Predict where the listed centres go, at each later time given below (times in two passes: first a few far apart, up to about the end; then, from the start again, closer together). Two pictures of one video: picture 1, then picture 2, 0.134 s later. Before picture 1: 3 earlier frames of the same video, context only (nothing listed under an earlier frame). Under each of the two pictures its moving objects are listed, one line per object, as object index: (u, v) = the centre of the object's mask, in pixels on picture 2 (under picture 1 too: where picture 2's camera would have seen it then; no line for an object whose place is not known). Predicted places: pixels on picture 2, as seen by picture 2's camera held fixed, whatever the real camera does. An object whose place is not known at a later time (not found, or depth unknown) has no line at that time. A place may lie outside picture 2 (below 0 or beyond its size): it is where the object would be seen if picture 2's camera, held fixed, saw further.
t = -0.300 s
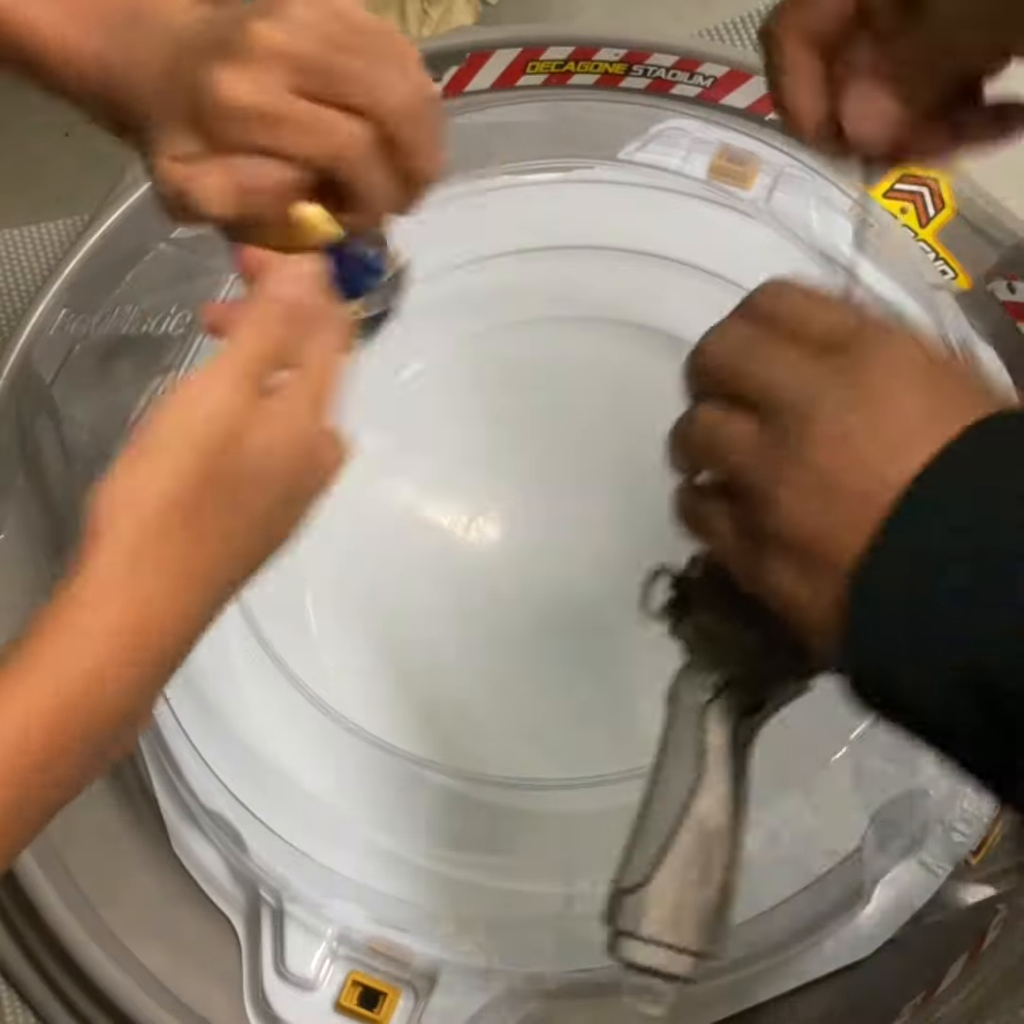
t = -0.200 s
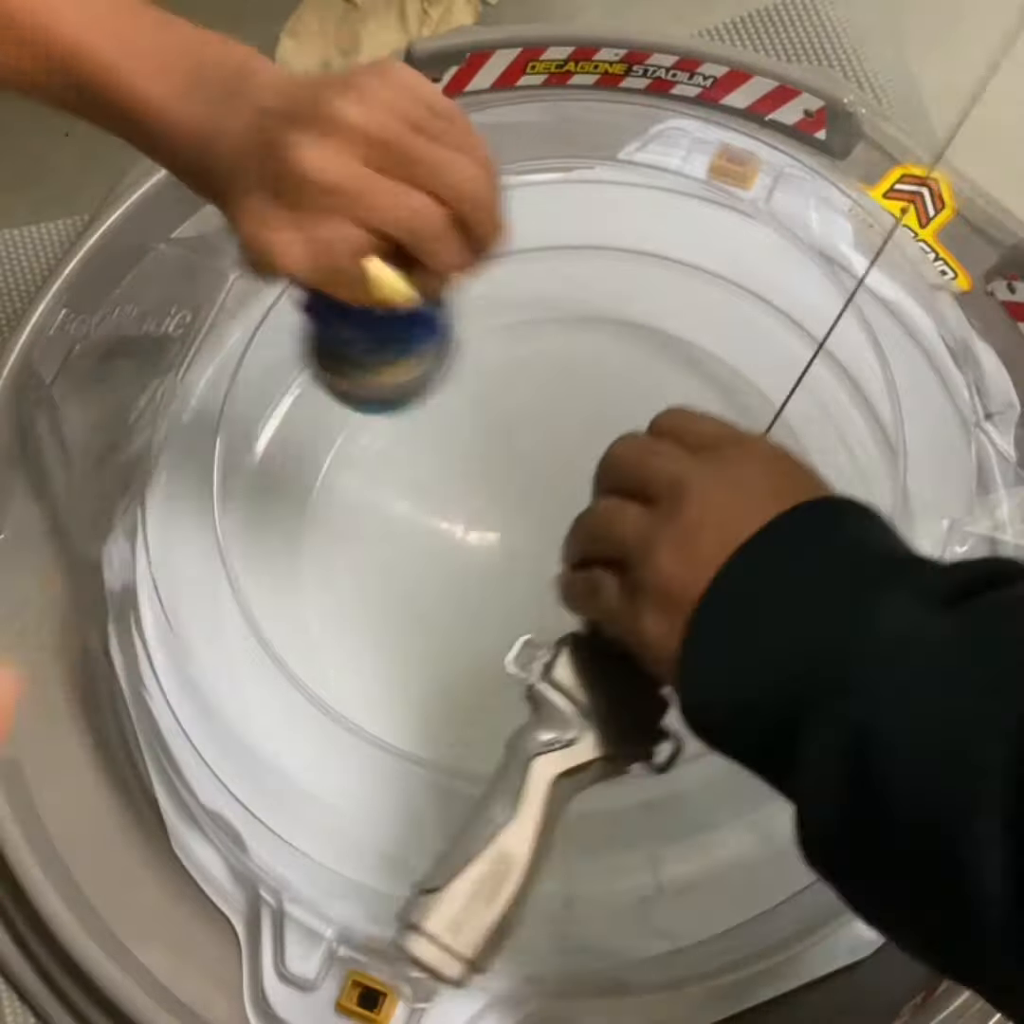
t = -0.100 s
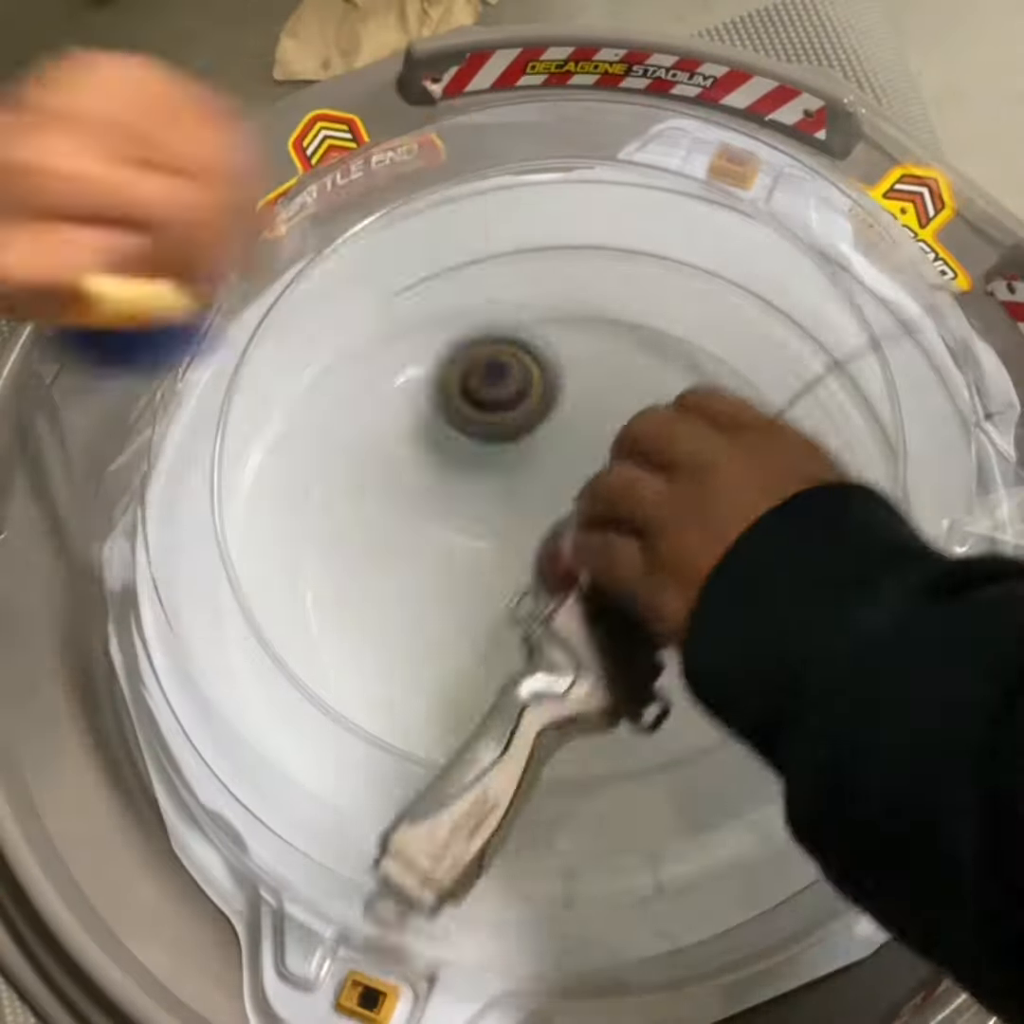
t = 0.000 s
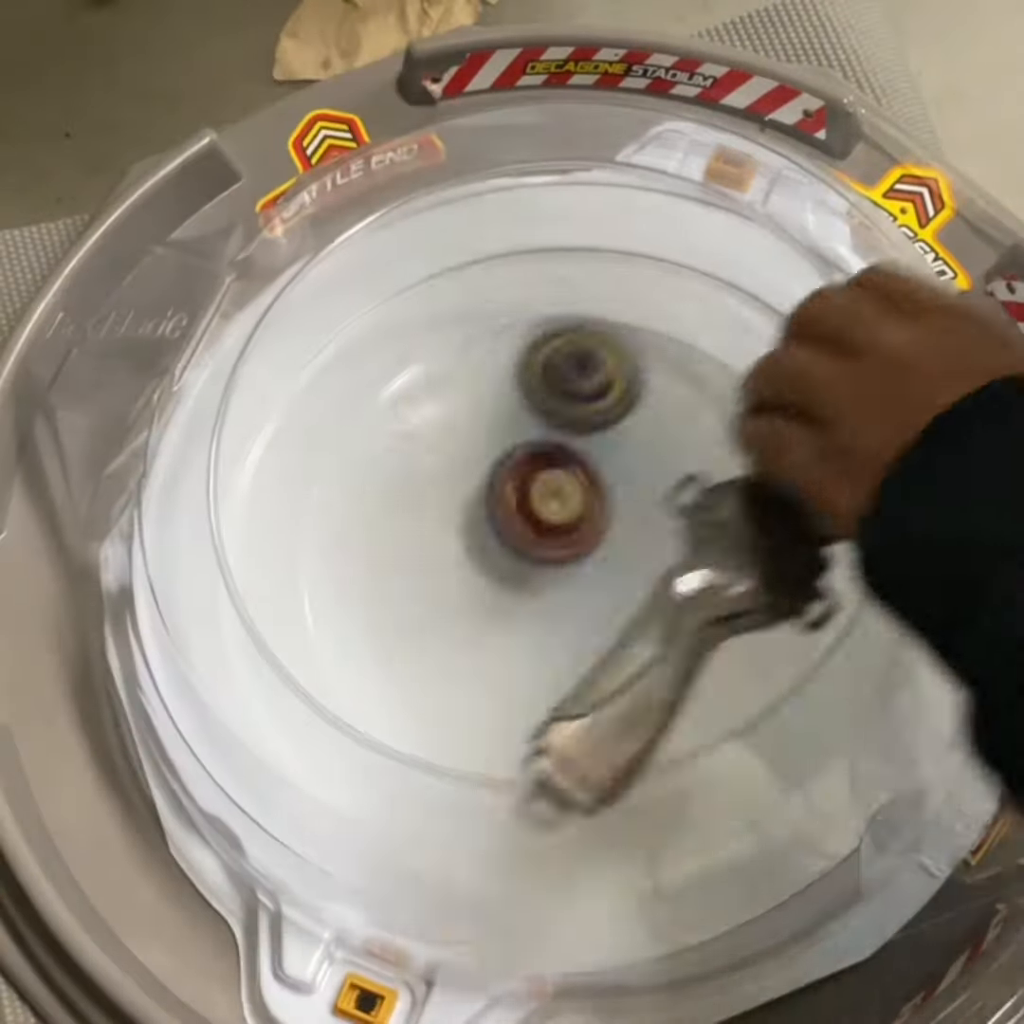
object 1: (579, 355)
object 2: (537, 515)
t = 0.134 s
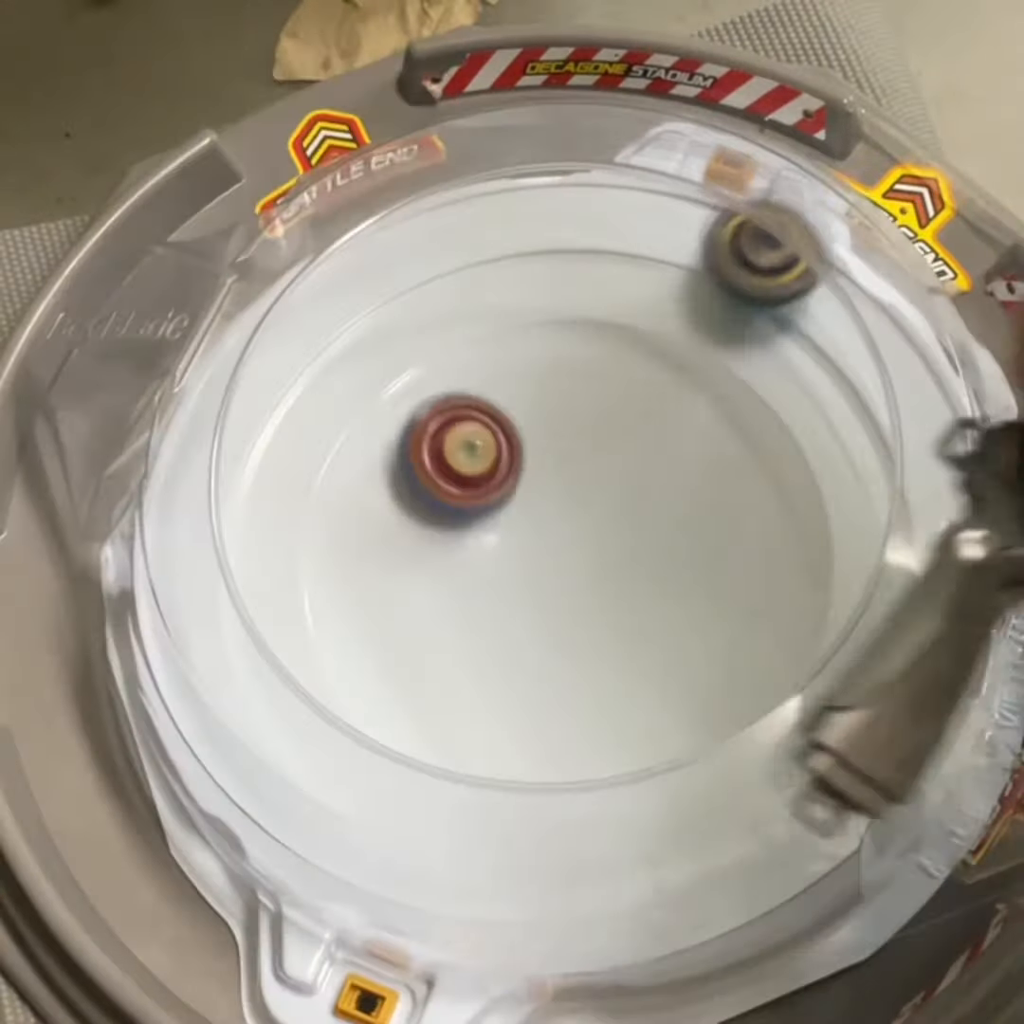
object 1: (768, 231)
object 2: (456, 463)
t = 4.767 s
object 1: (678, 612)
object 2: (199, 514)
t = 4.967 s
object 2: (186, 409)
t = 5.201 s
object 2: (260, 332)
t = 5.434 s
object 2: (325, 308)
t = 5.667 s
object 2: (414, 253)
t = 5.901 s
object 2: (469, 234)
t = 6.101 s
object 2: (493, 269)
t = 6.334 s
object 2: (497, 403)
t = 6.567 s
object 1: (544, 386)
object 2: (518, 614)
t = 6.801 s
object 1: (223, 463)
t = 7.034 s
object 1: (305, 643)
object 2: (672, 568)
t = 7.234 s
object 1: (539, 735)
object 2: (531, 531)
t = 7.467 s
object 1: (835, 508)
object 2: (455, 597)
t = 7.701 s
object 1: (774, 275)
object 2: (510, 656)
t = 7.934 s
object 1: (512, 219)
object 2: (593, 540)
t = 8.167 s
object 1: (259, 414)
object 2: (541, 467)
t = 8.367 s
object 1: (288, 701)
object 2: (482, 481)
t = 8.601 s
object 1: (681, 815)
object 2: (544, 593)
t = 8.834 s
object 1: (899, 482)
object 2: (648, 582)
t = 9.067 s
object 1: (630, 214)
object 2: (636, 509)
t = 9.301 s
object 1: (272, 369)
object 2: (513, 561)
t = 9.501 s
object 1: (285, 699)
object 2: (507, 635)
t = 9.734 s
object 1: (678, 814)
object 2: (585, 650)
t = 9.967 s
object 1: (897, 488)
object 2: (578, 535)
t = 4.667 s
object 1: (503, 539)
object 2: (201, 536)
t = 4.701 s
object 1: (557, 570)
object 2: (201, 531)
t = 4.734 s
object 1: (616, 596)
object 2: (201, 525)
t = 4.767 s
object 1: (678, 612)
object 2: (199, 514)
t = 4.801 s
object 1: (737, 620)
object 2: (197, 500)
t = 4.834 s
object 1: (786, 619)
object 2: (193, 483)
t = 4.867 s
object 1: (819, 610)
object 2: (190, 465)
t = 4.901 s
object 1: (932, 637)
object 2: (186, 446)
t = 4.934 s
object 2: (185, 428)
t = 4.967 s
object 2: (186, 409)
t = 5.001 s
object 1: (979, 590)
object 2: (198, 399)
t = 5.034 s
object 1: (983, 584)
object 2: (208, 387)
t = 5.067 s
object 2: (215, 370)
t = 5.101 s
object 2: (221, 352)
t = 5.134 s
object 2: (235, 339)
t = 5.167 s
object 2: (258, 335)
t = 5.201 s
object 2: (260, 332)
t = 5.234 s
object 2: (265, 334)
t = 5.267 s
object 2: (271, 332)
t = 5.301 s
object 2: (278, 328)
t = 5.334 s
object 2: (287, 320)
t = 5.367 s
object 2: (298, 318)
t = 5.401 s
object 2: (312, 314)
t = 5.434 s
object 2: (325, 308)
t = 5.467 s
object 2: (338, 300)
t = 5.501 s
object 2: (353, 295)
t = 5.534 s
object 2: (367, 287)
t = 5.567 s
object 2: (380, 277)
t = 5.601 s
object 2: (393, 268)
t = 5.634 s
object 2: (405, 261)
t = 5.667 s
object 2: (414, 253)
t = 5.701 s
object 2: (422, 241)
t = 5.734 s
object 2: (431, 232)
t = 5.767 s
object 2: (438, 228)
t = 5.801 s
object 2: (446, 229)
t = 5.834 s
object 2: (455, 237)
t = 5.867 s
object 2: (461, 234)
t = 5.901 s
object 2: (469, 234)
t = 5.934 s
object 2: (477, 238)
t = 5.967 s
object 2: (484, 238)
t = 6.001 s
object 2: (490, 240)
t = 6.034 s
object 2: (493, 243)
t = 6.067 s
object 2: (494, 255)
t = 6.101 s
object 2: (493, 269)
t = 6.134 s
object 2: (494, 282)
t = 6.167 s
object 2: (497, 295)
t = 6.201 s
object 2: (501, 308)
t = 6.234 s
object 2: (504, 327)
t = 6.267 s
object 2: (505, 349)
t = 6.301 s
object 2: (502, 375)
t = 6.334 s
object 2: (497, 403)
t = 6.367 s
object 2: (492, 435)
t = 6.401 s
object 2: (487, 468)
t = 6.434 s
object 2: (486, 502)
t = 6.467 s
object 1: (694, 467)
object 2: (487, 535)
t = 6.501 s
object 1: (650, 432)
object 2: (494, 565)
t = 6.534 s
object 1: (600, 404)
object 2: (504, 591)
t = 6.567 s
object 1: (544, 386)
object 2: (518, 614)
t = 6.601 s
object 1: (487, 374)
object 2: (533, 630)
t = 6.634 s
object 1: (435, 371)
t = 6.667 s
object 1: (384, 376)
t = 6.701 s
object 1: (340, 391)
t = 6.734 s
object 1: (298, 415)
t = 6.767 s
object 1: (267, 436)
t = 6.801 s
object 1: (223, 463)
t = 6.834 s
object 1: (200, 487)
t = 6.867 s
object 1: (200, 520)
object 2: (676, 640)
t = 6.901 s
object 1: (213, 546)
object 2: (686, 631)
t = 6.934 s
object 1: (229, 573)
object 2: (693, 618)
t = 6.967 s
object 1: (255, 598)
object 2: (693, 601)
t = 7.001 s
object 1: (281, 622)
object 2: (686, 584)
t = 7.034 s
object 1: (305, 643)
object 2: (672, 568)
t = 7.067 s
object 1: (336, 670)
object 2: (652, 554)
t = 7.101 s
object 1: (368, 691)
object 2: (630, 543)
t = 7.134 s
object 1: (401, 705)
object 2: (605, 534)
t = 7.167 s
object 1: (440, 720)
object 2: (579, 530)
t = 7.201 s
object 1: (486, 729)
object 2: (555, 529)
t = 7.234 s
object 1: (539, 735)
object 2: (531, 531)
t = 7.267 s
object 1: (598, 726)
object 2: (511, 537)
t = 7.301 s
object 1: (653, 709)
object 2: (494, 544)
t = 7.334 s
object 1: (707, 687)
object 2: (481, 553)
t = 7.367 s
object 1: (754, 651)
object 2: (471, 563)
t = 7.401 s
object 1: (792, 609)
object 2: (464, 574)
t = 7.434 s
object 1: (818, 557)
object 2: (459, 586)
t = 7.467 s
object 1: (835, 508)
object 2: (455, 597)
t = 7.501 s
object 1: (845, 464)
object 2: (453, 609)
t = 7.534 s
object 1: (850, 422)
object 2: (453, 621)
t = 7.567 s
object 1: (850, 383)
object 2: (455, 632)
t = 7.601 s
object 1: (846, 356)
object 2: (462, 644)
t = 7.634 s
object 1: (838, 322)
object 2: (474, 652)
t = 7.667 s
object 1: (811, 295)
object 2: (491, 657)
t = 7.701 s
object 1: (774, 275)
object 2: (510, 656)
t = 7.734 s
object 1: (737, 259)
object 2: (531, 649)
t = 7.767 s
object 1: (706, 243)
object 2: (550, 637)
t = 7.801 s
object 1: (676, 227)
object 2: (567, 620)
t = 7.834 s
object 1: (642, 216)
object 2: (579, 600)
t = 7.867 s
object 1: (603, 211)
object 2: (588, 578)
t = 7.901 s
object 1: (559, 214)
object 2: (592, 560)
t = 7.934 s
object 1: (512, 219)
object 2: (593, 540)
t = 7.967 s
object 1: (470, 228)
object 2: (590, 523)
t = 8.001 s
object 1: (427, 241)
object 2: (585, 509)
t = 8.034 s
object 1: (387, 263)
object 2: (578, 496)
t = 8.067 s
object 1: (349, 294)
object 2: (570, 486)
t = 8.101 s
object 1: (314, 328)
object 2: (562, 478)
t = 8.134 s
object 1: (283, 368)
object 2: (552, 472)
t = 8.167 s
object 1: (259, 414)
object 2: (541, 467)
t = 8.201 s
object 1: (240, 454)
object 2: (532, 464)
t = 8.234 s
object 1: (231, 507)
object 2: (523, 462)
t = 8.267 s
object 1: (234, 555)
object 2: (513, 462)
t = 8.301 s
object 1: (243, 608)
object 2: (502, 464)
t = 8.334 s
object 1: (264, 656)
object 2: (491, 470)
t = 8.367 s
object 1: (288, 701)
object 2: (482, 481)
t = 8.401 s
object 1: (322, 745)
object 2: (477, 497)
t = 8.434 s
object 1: (374, 782)
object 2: (478, 515)
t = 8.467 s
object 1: (425, 808)
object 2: (484, 536)
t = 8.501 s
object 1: (486, 832)
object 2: (494, 554)
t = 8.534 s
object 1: (551, 834)
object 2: (510, 571)
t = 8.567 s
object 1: (617, 830)
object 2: (526, 584)
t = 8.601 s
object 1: (681, 815)
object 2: (544, 593)
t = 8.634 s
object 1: (738, 787)
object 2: (562, 600)
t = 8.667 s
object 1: (789, 755)
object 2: (580, 603)
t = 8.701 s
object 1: (829, 722)
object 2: (598, 604)
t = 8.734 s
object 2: (613, 601)
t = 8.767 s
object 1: (835, 610)
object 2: (626, 596)
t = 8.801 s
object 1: (896, 541)
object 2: (638, 590)
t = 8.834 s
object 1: (899, 482)
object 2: (648, 582)
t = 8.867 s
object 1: (886, 424)
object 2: (655, 573)
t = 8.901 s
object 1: (866, 380)
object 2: (660, 562)
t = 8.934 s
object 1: (836, 324)
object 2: (663, 552)
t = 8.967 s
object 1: (796, 284)
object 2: (663, 539)
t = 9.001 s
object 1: (741, 250)
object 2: (658, 528)
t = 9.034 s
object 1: (688, 224)
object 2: (650, 517)
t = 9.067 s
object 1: (630, 214)
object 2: (636, 509)
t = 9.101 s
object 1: (571, 207)
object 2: (618, 504)
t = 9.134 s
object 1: (513, 214)
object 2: (596, 504)
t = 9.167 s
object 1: (454, 230)
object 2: (576, 510)
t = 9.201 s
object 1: (401, 251)
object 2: (557, 519)
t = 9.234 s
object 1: (353, 286)
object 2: (540, 531)
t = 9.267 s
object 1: (314, 325)
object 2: (525, 546)
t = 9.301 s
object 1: (272, 369)
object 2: (513, 561)
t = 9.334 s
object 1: (248, 428)
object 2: (505, 576)
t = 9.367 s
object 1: (232, 476)
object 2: (500, 590)
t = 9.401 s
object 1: (229, 544)
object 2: (499, 603)
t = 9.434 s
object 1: (236, 591)
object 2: (499, 615)
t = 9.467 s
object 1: (257, 654)
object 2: (501, 625)
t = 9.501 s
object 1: (285, 699)
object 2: (507, 635)
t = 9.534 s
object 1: (321, 743)
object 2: (513, 643)
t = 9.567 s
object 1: (372, 776)
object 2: (521, 651)
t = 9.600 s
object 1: (427, 808)
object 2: (529, 658)
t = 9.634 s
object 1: (489, 825)
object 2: (542, 663)
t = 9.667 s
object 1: (553, 833)
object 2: (556, 664)
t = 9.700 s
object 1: (618, 828)
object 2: (571, 660)
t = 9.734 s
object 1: (678, 814)
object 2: (585, 650)
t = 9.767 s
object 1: (731, 787)
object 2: (595, 637)
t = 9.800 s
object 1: (783, 756)
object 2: (602, 620)
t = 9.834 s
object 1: (829, 710)
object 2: (604, 603)
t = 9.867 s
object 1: (851, 691)
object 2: (601, 584)
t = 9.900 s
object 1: (839, 604)
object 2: (597, 566)
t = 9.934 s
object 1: (894, 545)
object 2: (588, 549)
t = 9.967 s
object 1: (897, 488)
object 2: (578, 535)
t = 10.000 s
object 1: (889, 433)
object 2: (565, 522)
